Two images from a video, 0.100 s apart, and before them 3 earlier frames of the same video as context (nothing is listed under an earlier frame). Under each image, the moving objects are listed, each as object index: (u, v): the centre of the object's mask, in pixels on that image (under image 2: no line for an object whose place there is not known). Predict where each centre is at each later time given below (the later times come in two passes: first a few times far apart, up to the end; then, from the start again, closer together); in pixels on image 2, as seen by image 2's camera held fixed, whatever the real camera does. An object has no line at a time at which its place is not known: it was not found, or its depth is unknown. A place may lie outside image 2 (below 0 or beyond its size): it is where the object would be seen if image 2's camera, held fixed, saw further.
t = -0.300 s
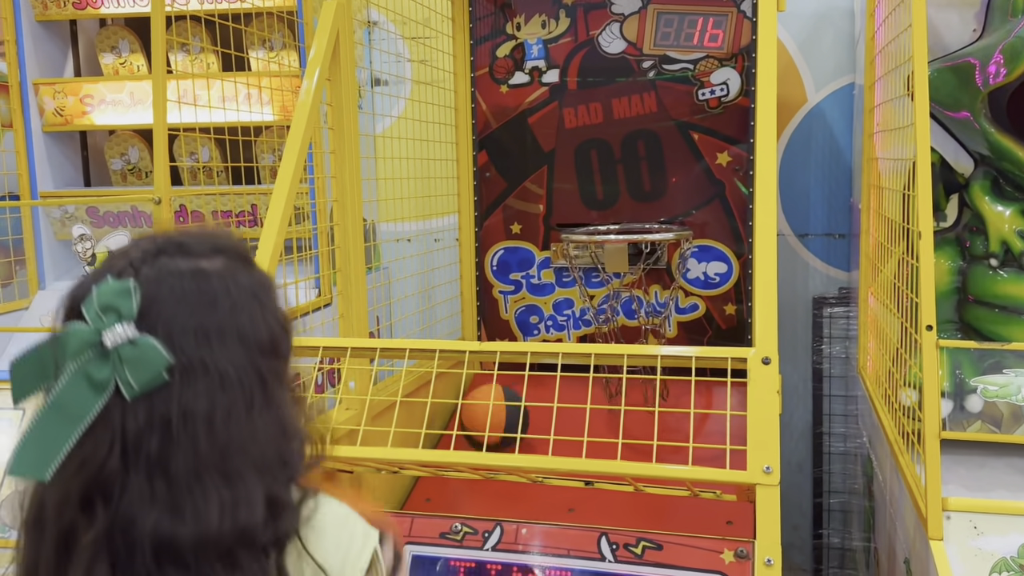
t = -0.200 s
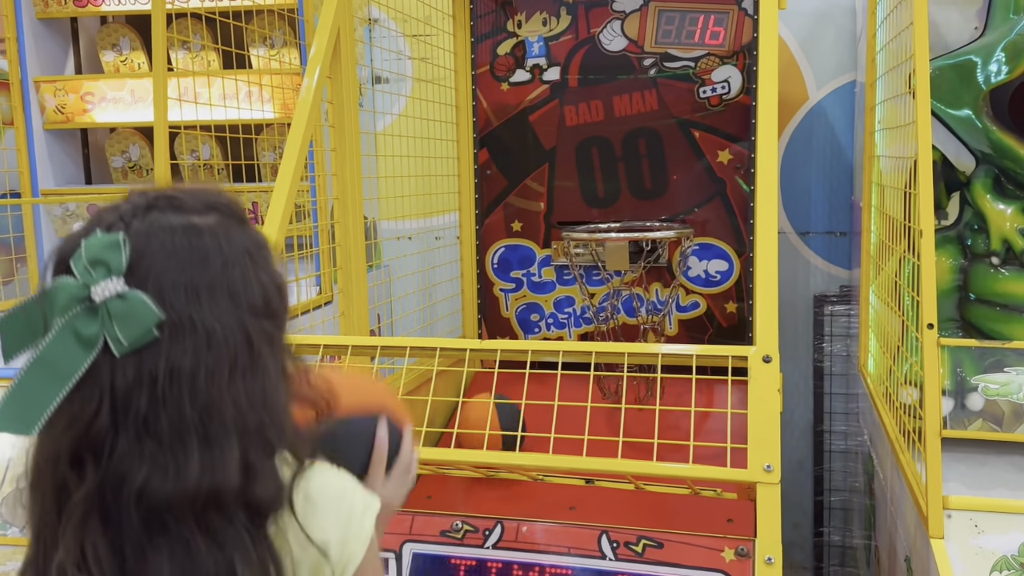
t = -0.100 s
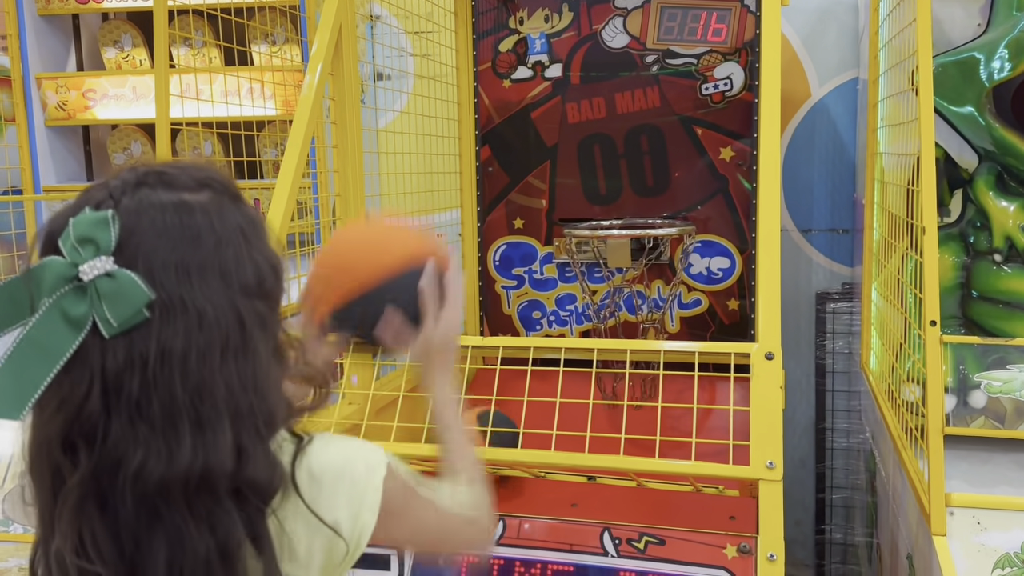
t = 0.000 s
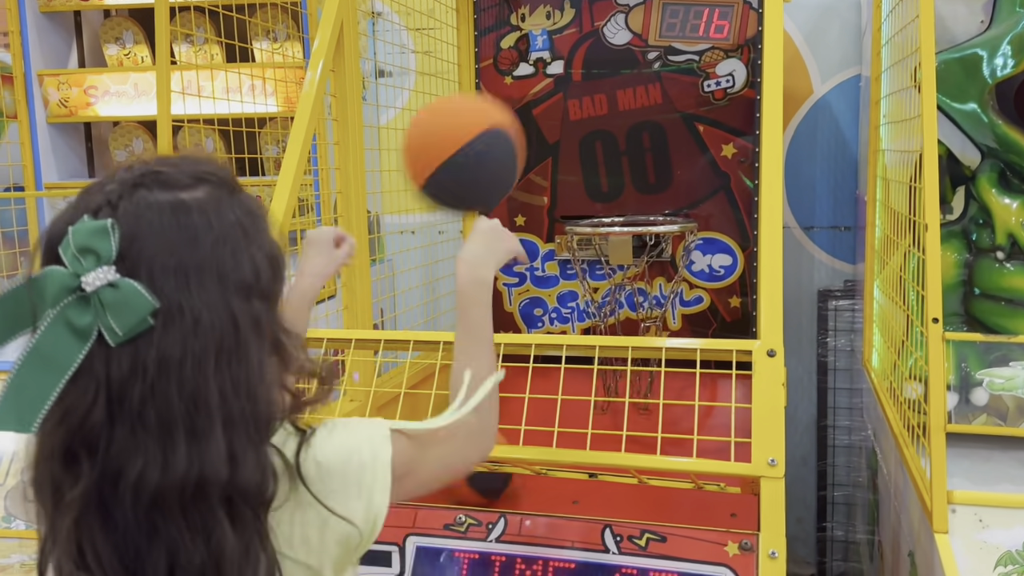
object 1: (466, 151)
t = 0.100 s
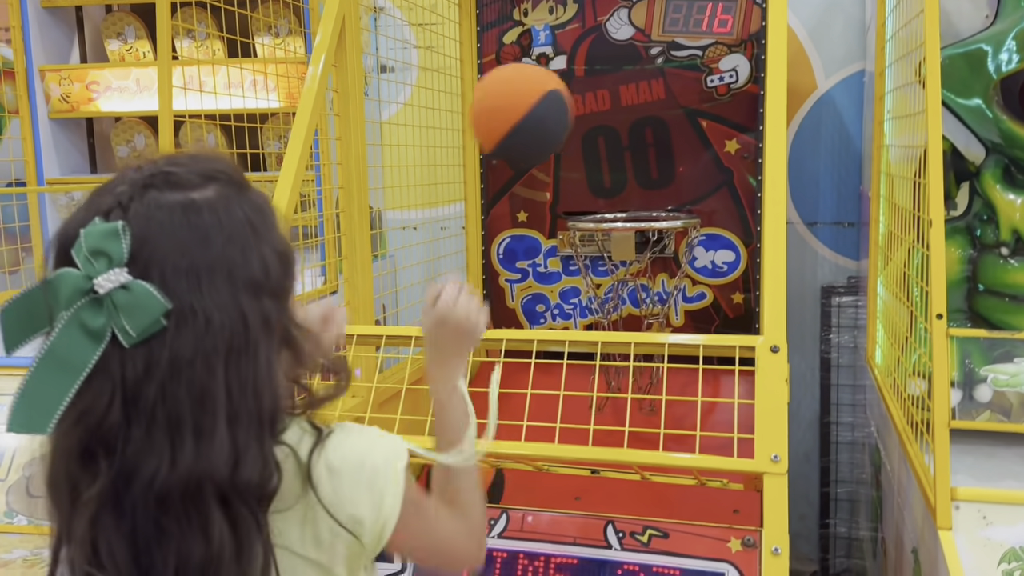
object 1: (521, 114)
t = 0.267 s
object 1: (583, 174)
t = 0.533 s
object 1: (560, 117)
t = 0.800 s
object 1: (511, 250)
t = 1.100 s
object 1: (484, 383)
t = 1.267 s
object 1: (532, 424)
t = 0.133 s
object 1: (534, 118)
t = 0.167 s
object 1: (548, 124)
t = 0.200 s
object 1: (561, 137)
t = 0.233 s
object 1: (572, 153)
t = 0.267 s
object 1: (583, 174)
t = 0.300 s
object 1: (592, 195)
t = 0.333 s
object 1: (587, 175)
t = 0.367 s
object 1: (583, 153)
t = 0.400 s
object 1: (578, 138)
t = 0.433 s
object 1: (574, 125)
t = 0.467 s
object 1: (569, 118)
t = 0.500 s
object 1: (565, 113)
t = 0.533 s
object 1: (560, 117)
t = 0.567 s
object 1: (556, 124)
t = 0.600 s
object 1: (552, 136)
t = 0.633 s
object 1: (548, 152)
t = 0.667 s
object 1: (545, 170)
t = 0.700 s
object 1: (539, 193)
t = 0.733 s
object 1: (533, 214)
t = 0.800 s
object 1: (511, 250)
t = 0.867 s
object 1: (488, 299)
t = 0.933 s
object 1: (470, 368)
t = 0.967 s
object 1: (459, 403)
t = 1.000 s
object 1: (457, 402)
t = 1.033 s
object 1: (463, 397)
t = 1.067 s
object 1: (475, 385)
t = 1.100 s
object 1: (484, 383)
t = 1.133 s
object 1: (493, 386)
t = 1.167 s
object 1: (502, 391)
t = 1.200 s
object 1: (509, 402)
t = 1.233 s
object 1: (521, 414)
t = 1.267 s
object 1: (532, 424)
